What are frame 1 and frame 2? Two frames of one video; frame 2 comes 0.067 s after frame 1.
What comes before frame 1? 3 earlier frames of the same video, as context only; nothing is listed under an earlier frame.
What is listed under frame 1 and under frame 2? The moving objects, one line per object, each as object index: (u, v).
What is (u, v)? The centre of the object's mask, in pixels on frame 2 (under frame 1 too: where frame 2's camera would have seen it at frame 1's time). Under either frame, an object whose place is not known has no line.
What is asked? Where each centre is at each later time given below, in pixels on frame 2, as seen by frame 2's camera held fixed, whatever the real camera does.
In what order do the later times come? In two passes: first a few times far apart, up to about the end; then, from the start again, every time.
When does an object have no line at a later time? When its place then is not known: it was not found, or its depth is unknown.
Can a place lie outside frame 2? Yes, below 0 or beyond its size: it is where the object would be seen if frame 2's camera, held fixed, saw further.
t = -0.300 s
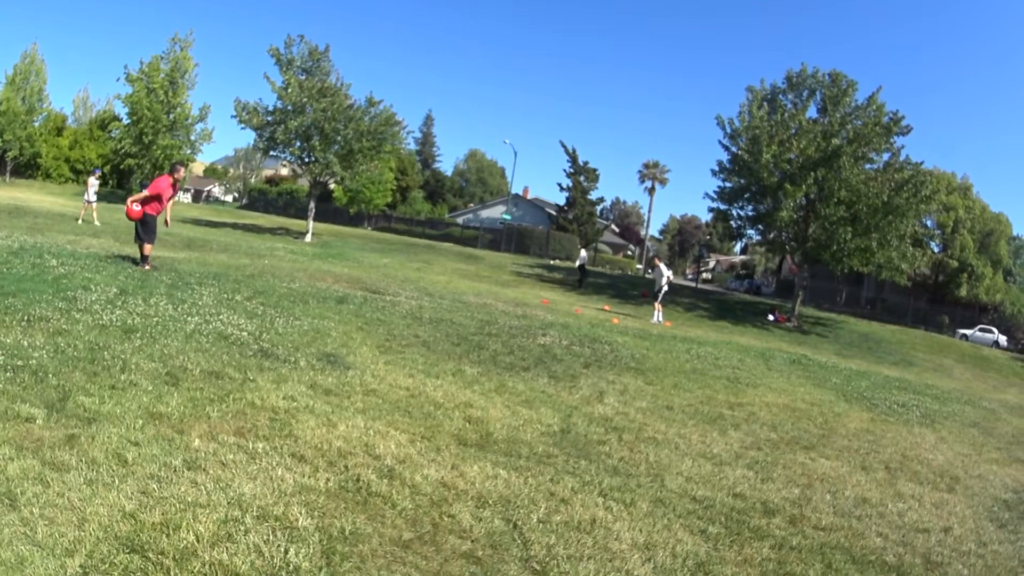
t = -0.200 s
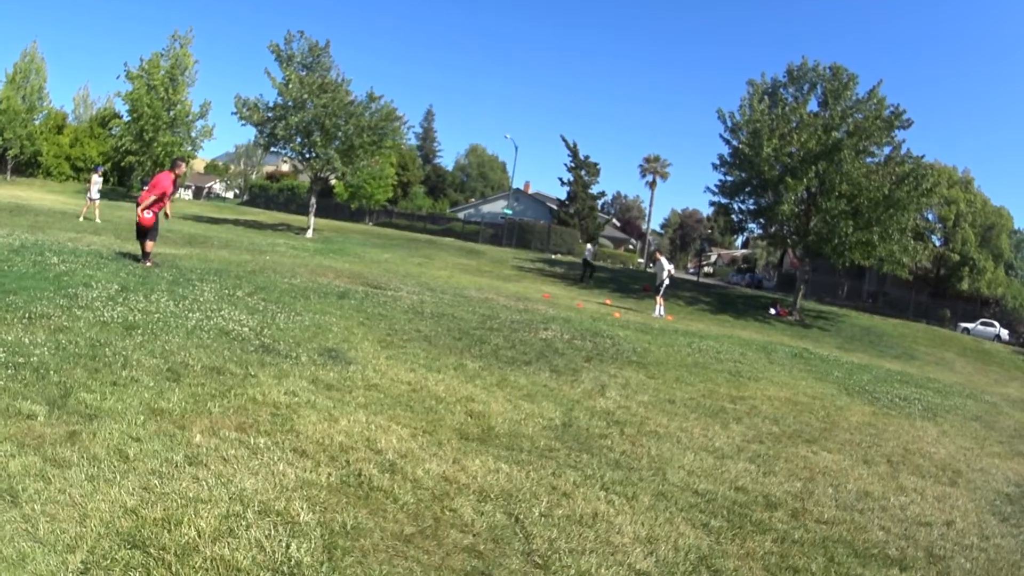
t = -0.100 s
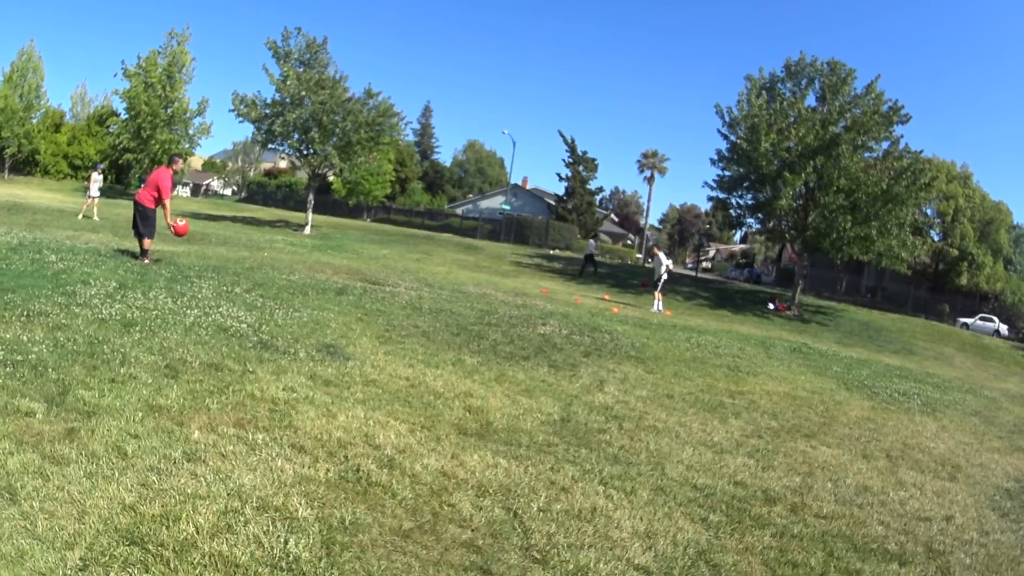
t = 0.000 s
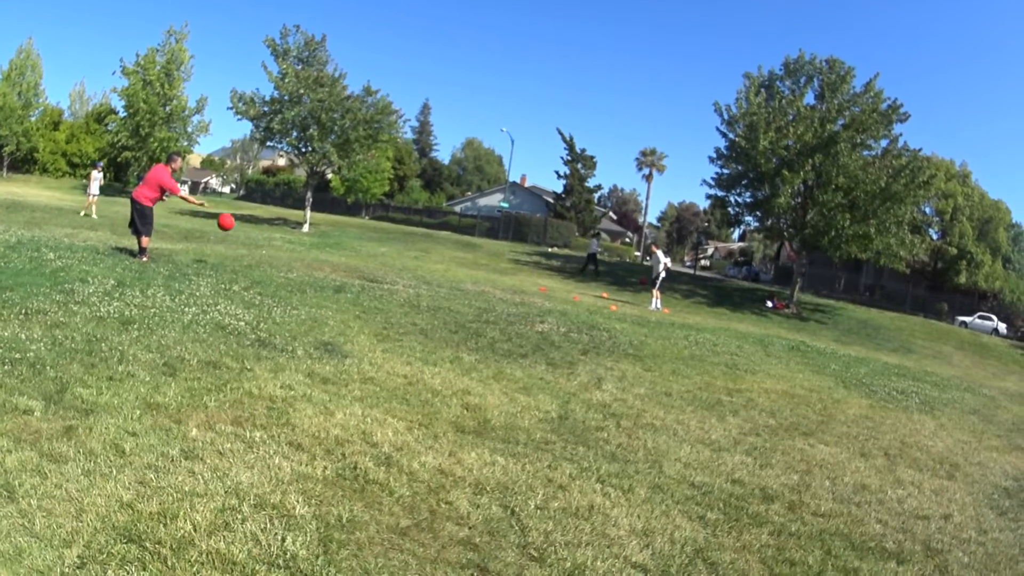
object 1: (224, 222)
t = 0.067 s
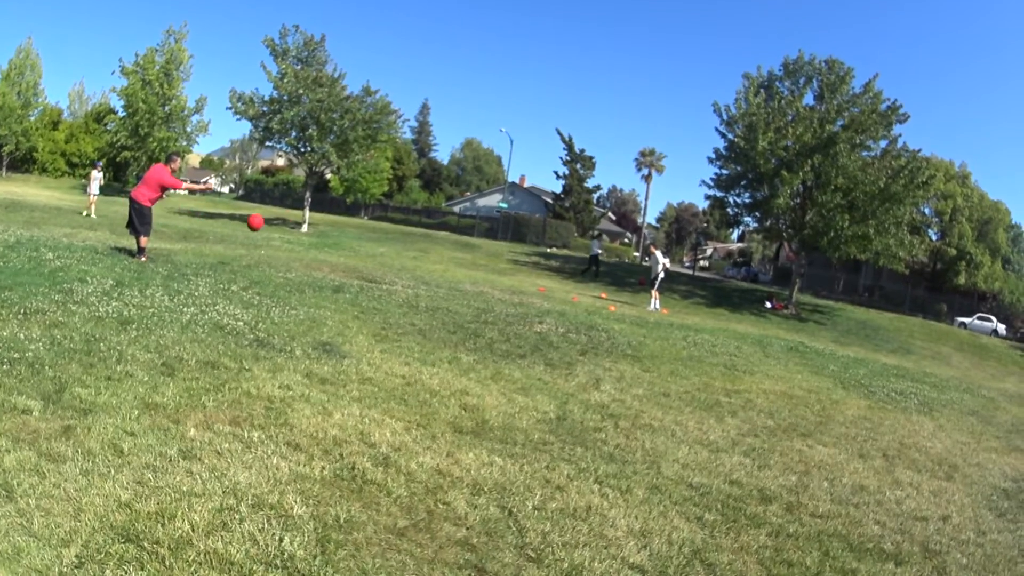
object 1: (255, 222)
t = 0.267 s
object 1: (337, 242)
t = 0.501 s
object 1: (412, 283)
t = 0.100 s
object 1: (270, 224)
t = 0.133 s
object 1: (285, 226)
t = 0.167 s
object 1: (298, 229)
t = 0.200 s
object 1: (312, 232)
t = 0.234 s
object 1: (325, 237)
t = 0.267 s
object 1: (337, 242)
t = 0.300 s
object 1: (349, 248)
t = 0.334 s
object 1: (361, 254)
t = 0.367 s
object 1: (372, 261)
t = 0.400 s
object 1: (383, 268)
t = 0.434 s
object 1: (394, 275)
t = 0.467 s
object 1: (405, 283)
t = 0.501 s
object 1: (412, 283)
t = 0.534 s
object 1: (420, 279)
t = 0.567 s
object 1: (427, 274)
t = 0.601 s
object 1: (433, 271)
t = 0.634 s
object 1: (440, 267)
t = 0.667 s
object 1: (447, 265)
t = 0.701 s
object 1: (452, 264)
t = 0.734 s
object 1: (458, 263)
